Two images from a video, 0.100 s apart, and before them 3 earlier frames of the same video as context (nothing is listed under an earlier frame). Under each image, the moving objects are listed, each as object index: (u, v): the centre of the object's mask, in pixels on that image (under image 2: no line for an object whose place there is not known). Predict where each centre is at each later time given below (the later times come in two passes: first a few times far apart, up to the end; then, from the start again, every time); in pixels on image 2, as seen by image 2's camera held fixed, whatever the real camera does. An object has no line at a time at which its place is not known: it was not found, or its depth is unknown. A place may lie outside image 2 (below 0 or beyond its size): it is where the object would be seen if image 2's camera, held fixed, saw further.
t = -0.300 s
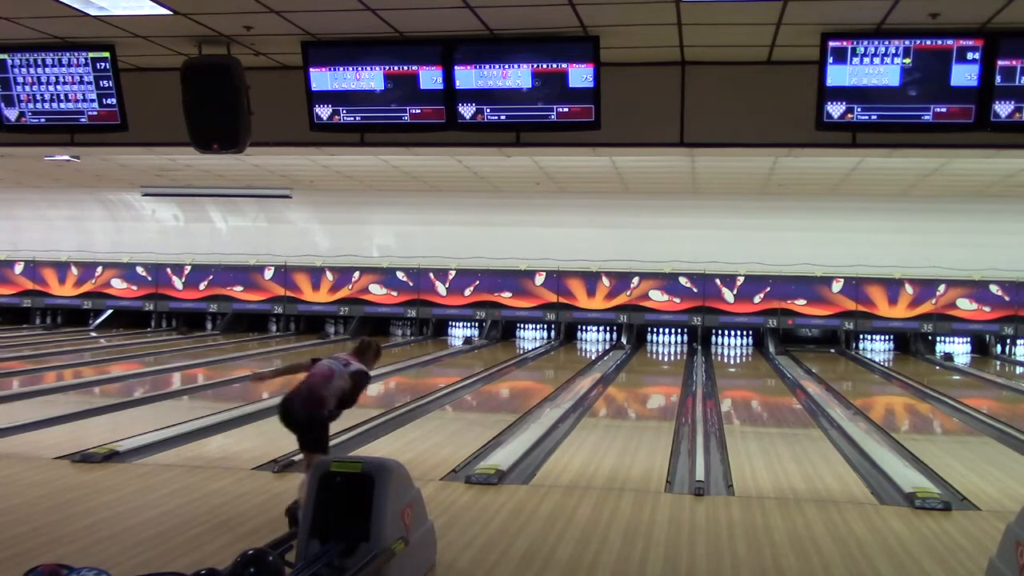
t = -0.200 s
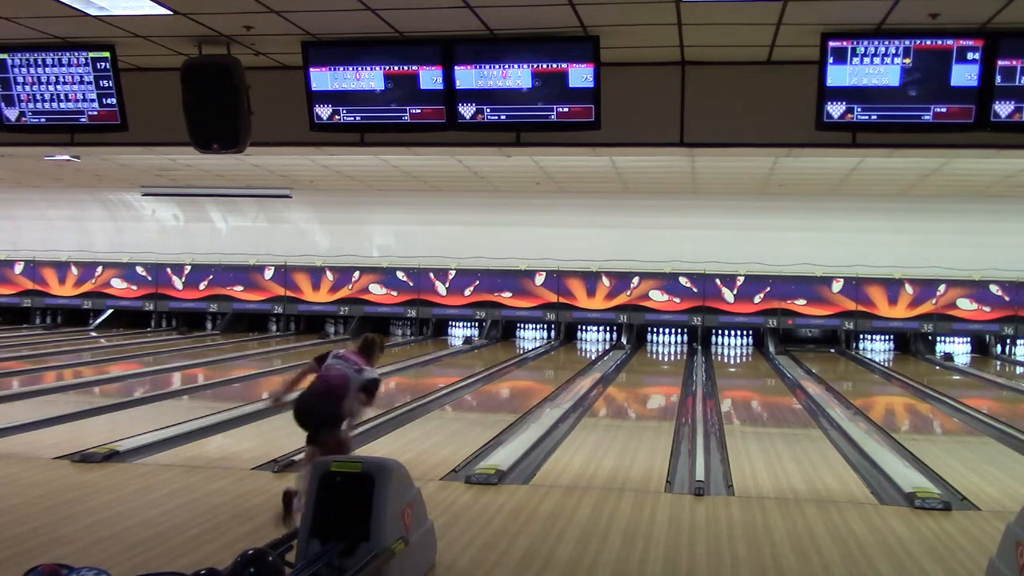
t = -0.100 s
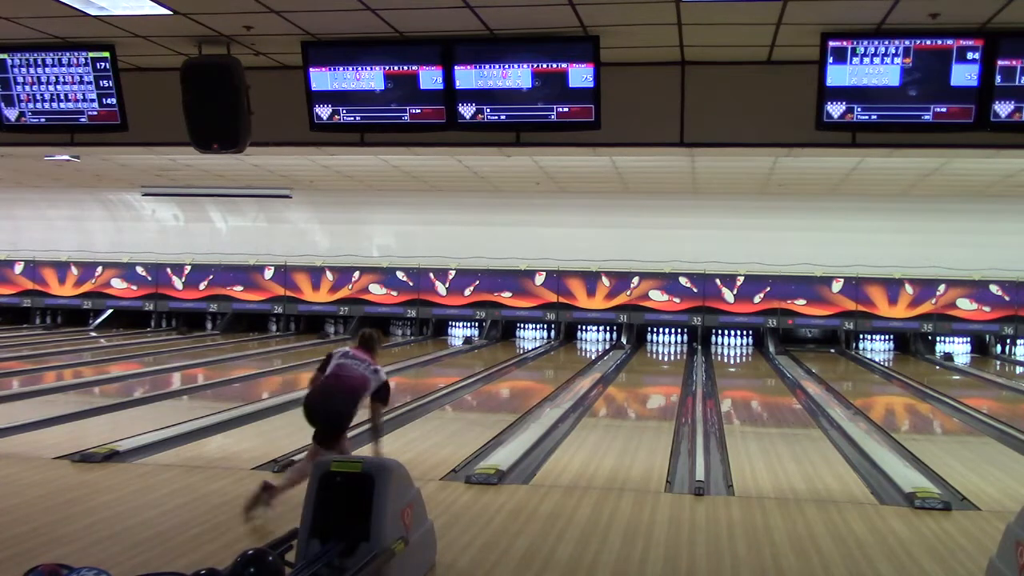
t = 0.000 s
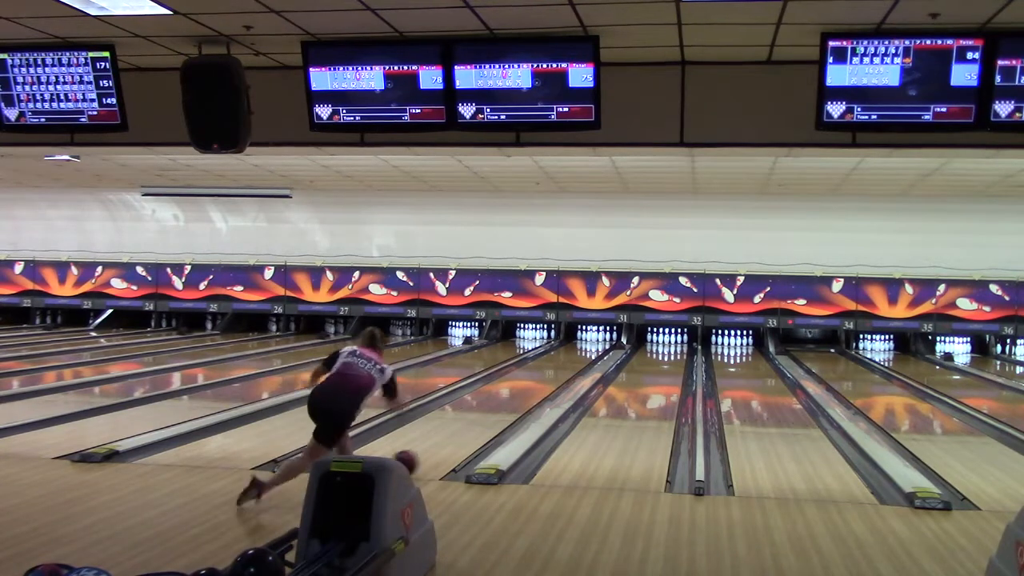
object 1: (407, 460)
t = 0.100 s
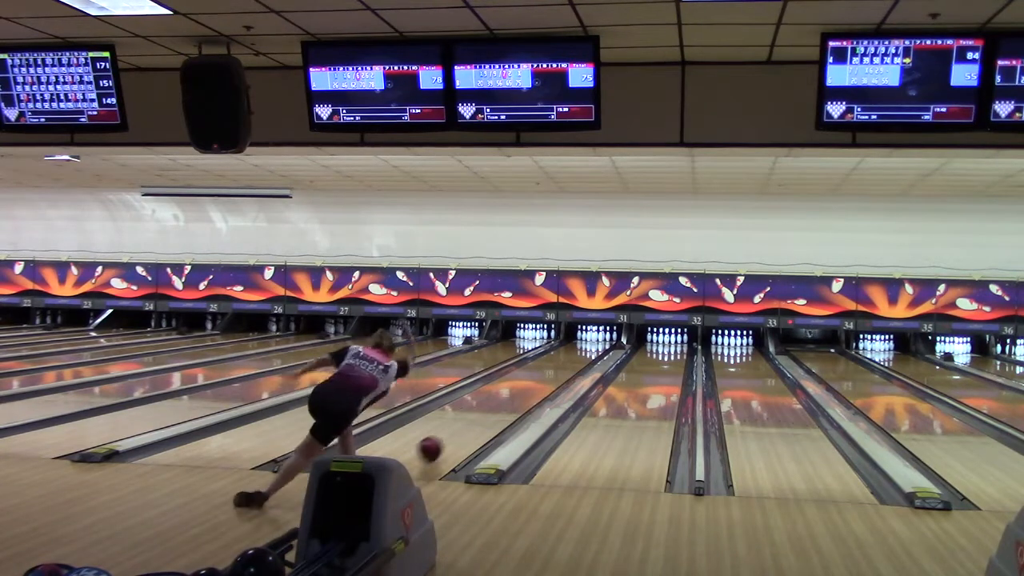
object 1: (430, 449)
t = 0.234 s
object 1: (458, 431)
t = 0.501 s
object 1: (499, 406)
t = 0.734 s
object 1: (524, 391)
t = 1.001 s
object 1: (546, 376)
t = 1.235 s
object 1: (561, 367)
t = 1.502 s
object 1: (574, 359)
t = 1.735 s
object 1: (583, 352)
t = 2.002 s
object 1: (590, 346)
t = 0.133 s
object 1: (438, 443)
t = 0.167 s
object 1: (445, 439)
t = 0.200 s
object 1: (451, 435)
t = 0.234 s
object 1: (458, 431)
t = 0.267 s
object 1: (464, 428)
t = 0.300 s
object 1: (470, 424)
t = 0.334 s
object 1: (475, 421)
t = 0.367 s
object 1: (480, 418)
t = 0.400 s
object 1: (485, 415)
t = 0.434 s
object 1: (490, 412)
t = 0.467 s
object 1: (495, 409)
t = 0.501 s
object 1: (499, 406)
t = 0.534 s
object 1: (503, 404)
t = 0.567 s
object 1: (507, 401)
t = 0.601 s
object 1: (511, 399)
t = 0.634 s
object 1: (514, 397)
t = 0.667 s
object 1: (518, 394)
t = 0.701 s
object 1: (521, 392)
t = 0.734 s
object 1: (524, 391)
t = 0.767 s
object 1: (527, 388)
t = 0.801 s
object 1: (531, 386)
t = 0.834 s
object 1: (533, 385)
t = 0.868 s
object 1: (536, 383)
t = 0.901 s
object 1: (539, 381)
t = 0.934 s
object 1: (541, 379)
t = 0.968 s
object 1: (544, 378)
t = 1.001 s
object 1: (546, 376)
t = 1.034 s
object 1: (549, 375)
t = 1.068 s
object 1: (551, 373)
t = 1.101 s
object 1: (553, 372)
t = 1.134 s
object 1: (555, 371)
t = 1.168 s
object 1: (557, 369)
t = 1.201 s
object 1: (559, 368)
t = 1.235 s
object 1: (561, 367)
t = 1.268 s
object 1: (563, 366)
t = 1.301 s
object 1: (565, 364)
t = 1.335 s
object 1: (566, 363)
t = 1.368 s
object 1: (568, 362)
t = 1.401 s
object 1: (570, 361)
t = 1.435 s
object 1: (571, 360)
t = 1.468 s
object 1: (573, 359)
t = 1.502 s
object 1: (574, 359)
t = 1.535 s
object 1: (576, 357)
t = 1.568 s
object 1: (577, 356)
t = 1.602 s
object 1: (578, 355)
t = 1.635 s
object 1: (580, 354)
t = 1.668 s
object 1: (581, 353)
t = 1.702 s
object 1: (582, 353)
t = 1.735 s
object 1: (583, 352)
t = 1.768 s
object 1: (584, 351)
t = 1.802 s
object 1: (585, 350)
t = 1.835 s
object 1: (586, 349)
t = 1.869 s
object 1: (586, 349)
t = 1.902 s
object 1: (587, 348)
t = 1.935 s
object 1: (588, 347)
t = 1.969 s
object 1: (589, 347)
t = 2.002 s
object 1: (590, 346)
